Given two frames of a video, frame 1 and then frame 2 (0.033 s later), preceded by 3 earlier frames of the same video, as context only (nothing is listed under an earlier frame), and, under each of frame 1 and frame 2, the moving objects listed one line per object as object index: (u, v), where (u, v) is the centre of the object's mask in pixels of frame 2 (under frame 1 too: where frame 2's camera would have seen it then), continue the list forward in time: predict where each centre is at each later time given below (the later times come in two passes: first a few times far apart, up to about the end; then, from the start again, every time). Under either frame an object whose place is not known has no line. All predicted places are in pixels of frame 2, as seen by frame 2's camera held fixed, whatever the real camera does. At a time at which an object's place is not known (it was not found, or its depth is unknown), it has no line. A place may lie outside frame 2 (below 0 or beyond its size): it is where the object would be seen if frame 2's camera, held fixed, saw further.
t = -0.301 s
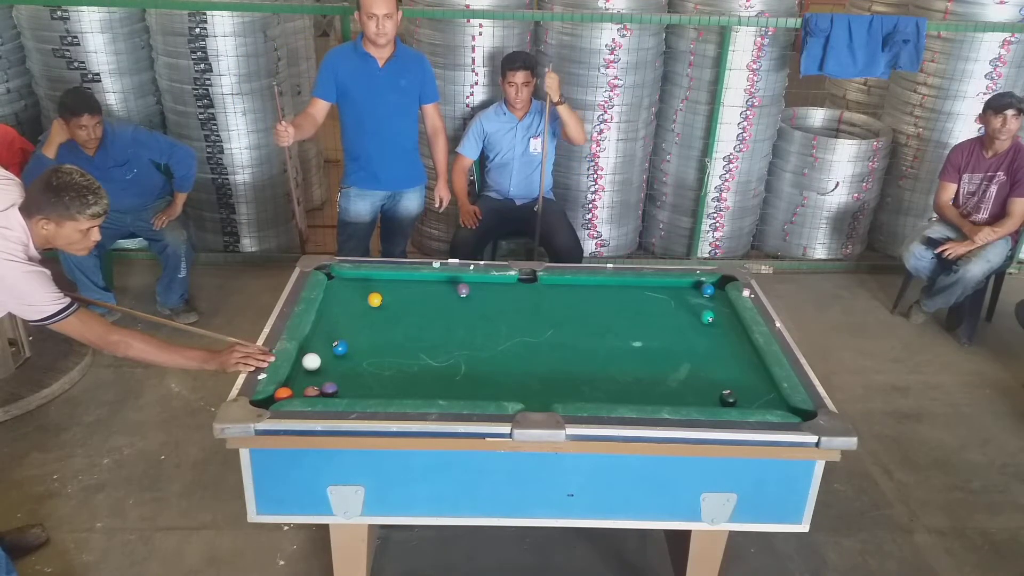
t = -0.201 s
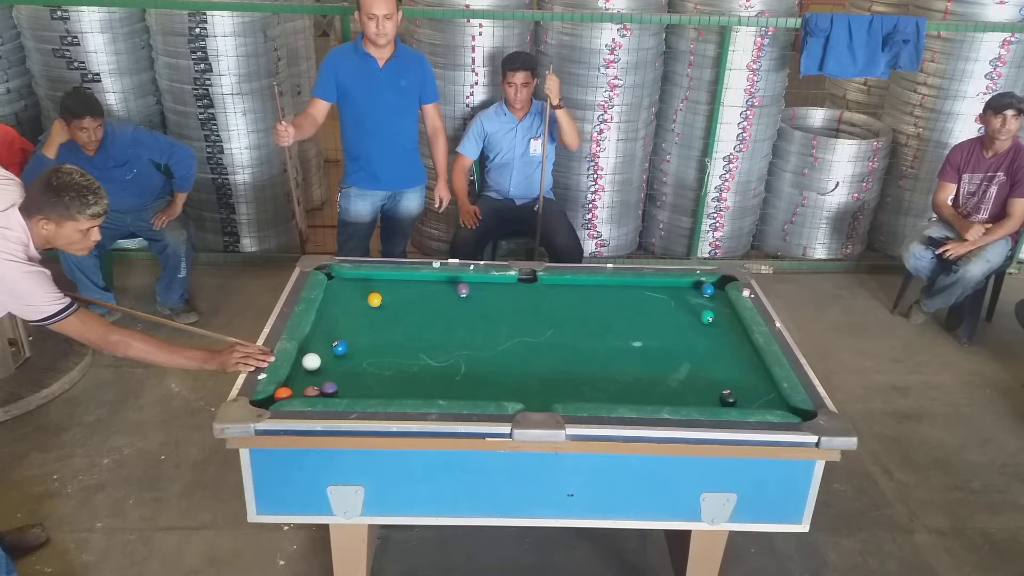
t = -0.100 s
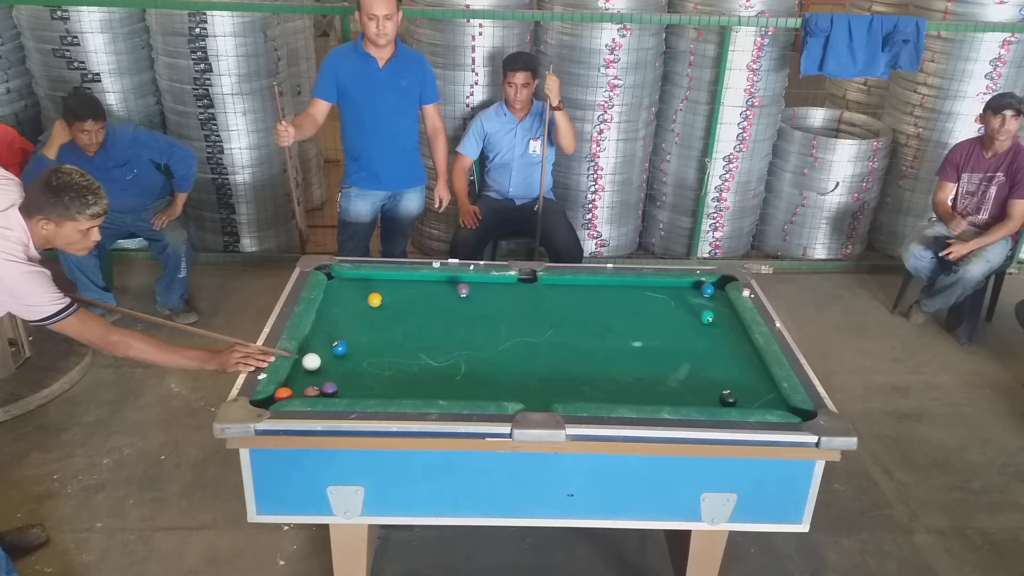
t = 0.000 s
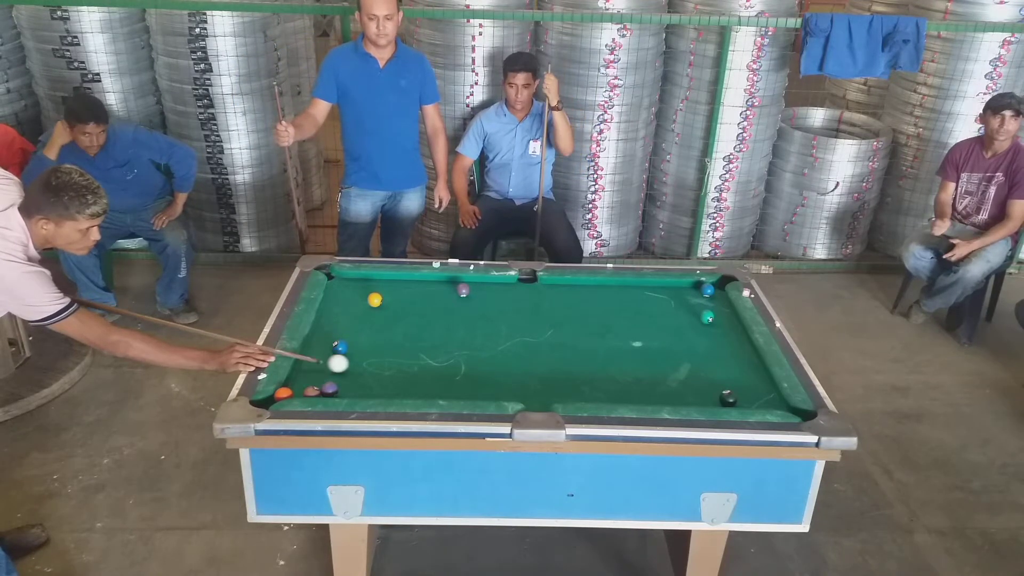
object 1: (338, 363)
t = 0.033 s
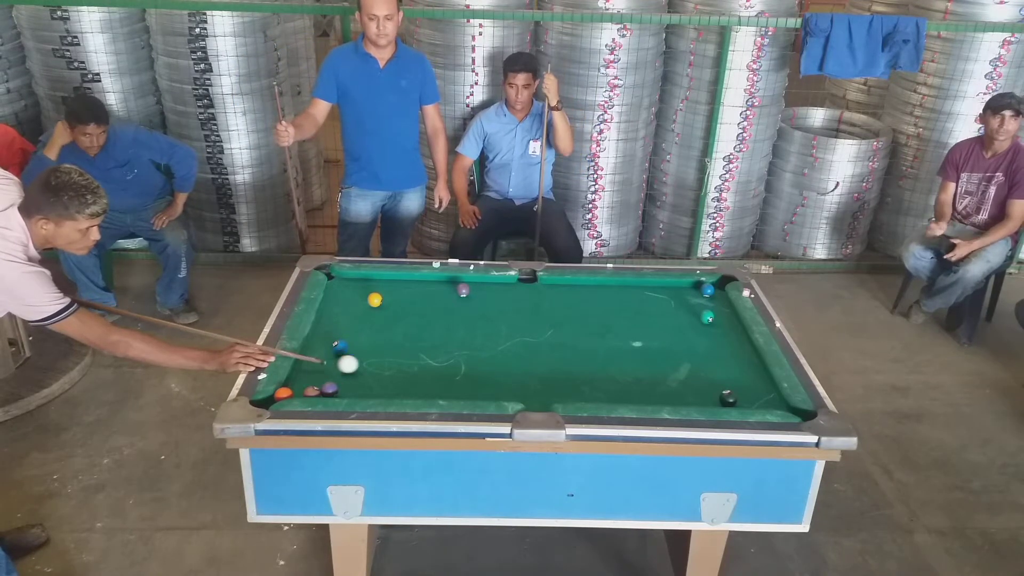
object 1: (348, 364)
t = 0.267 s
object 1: (417, 368)
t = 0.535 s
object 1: (493, 373)
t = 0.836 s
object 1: (577, 379)
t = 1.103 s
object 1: (649, 385)
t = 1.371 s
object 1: (718, 388)
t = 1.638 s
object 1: (764, 382)
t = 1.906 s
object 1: (734, 376)
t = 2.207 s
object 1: (701, 370)
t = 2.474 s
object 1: (676, 365)
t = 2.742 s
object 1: (654, 361)
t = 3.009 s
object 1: (637, 358)
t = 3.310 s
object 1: (621, 355)
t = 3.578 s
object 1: (611, 353)
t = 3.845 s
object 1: (605, 352)
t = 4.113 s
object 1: (601, 351)
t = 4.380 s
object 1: (601, 351)
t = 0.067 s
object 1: (358, 365)
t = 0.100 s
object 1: (368, 365)
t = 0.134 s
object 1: (377, 366)
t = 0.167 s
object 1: (387, 367)
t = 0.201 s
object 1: (397, 367)
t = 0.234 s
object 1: (407, 368)
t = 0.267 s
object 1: (417, 368)
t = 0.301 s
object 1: (426, 369)
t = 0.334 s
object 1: (436, 369)
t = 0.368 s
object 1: (446, 370)
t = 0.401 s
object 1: (455, 371)
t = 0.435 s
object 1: (465, 372)
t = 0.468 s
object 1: (474, 372)
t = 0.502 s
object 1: (484, 373)
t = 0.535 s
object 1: (493, 373)
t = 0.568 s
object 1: (503, 374)
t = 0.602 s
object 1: (512, 375)
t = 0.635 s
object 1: (521, 375)
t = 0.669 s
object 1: (530, 376)
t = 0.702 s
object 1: (540, 377)
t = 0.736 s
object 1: (549, 377)
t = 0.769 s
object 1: (558, 378)
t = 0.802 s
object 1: (567, 379)
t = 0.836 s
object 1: (577, 379)
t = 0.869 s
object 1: (586, 380)
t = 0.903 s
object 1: (595, 380)
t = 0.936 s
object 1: (604, 381)
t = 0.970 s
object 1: (613, 382)
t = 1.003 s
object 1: (622, 383)
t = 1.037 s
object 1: (631, 383)
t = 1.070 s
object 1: (640, 384)
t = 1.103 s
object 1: (649, 385)
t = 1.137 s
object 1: (658, 385)
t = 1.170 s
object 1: (667, 386)
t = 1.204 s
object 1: (676, 387)
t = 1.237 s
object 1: (685, 387)
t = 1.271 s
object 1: (694, 388)
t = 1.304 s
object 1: (703, 389)
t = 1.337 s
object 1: (711, 389)
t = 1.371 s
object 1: (718, 388)
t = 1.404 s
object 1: (724, 388)
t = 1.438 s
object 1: (730, 387)
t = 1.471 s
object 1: (736, 386)
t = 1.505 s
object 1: (742, 386)
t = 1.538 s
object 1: (748, 385)
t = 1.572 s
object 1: (753, 384)
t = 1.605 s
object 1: (759, 383)
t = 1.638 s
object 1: (764, 382)
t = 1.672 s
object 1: (764, 382)
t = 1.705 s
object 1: (760, 381)
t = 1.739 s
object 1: (755, 380)
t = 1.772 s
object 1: (751, 379)
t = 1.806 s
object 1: (747, 378)
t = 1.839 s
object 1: (743, 378)
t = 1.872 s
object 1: (738, 377)
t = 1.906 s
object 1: (734, 376)
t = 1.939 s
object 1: (730, 375)
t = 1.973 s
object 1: (727, 375)
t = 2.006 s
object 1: (723, 374)
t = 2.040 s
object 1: (719, 373)
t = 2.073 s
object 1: (715, 373)
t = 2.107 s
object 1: (712, 372)
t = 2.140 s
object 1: (708, 371)
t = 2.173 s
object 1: (705, 371)
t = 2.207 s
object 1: (701, 370)
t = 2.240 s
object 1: (698, 369)
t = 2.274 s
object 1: (694, 369)
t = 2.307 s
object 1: (691, 368)
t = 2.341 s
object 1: (688, 368)
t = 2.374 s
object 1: (685, 367)
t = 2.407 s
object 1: (682, 366)
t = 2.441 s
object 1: (679, 366)
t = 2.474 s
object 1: (676, 365)
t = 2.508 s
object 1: (673, 365)
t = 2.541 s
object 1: (670, 364)
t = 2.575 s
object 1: (667, 364)
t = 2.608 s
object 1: (665, 363)
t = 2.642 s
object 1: (662, 363)
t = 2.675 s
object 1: (659, 362)
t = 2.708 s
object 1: (657, 362)
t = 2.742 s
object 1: (654, 361)
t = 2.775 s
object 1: (652, 361)
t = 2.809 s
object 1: (650, 360)
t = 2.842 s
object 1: (647, 360)
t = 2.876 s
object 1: (645, 360)
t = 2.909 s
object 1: (643, 359)
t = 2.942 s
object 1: (641, 359)
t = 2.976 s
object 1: (639, 359)
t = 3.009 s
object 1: (637, 358)
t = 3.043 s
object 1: (635, 358)
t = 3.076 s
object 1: (633, 358)
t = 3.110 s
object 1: (631, 357)
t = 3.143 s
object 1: (629, 357)
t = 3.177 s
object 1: (628, 357)
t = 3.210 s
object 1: (626, 356)
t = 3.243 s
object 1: (624, 356)
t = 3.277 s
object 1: (623, 355)
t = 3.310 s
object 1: (621, 355)
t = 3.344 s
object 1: (620, 355)
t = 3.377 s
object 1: (618, 355)
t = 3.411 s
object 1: (617, 354)
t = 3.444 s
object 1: (616, 354)
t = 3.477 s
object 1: (615, 354)
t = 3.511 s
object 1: (613, 354)
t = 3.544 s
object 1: (612, 354)
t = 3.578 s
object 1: (611, 353)
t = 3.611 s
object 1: (610, 353)
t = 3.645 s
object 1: (609, 353)
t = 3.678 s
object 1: (608, 353)
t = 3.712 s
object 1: (607, 353)
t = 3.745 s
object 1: (606, 353)
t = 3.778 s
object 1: (606, 352)
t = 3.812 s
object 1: (605, 352)
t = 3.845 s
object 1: (605, 352)
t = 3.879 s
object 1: (604, 352)
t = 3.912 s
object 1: (603, 352)
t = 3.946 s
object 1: (603, 352)
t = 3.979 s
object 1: (602, 352)
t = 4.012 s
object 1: (602, 352)
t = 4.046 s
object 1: (602, 352)
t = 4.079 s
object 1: (601, 351)
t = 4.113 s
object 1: (601, 351)
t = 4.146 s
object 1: (601, 351)
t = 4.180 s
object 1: (601, 351)
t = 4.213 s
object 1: (601, 351)
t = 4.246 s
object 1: (601, 351)
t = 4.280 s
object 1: (601, 351)
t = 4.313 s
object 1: (601, 351)
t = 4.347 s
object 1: (601, 351)
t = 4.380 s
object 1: (601, 351)
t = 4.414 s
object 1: (601, 351)
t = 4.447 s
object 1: (601, 351)
